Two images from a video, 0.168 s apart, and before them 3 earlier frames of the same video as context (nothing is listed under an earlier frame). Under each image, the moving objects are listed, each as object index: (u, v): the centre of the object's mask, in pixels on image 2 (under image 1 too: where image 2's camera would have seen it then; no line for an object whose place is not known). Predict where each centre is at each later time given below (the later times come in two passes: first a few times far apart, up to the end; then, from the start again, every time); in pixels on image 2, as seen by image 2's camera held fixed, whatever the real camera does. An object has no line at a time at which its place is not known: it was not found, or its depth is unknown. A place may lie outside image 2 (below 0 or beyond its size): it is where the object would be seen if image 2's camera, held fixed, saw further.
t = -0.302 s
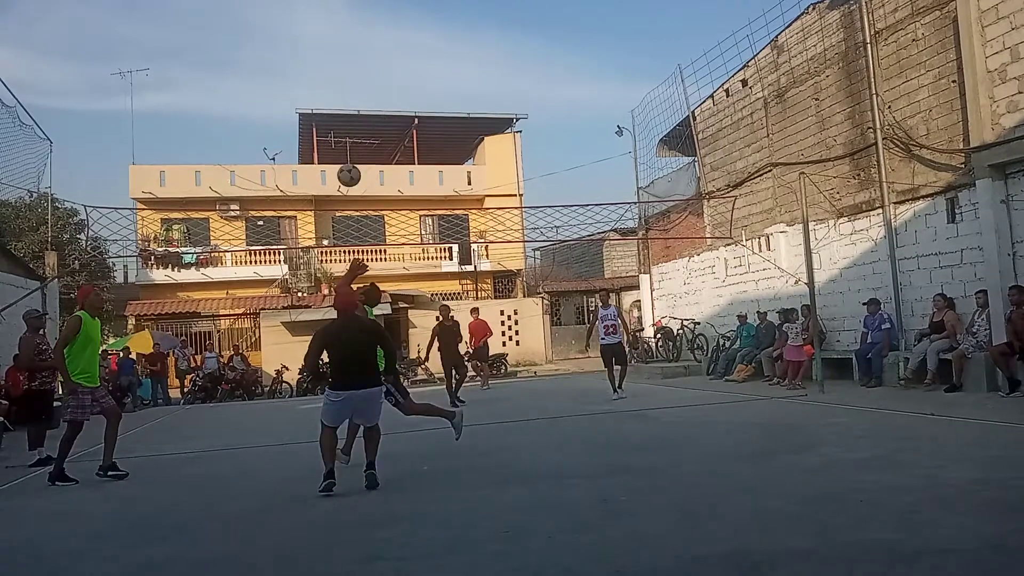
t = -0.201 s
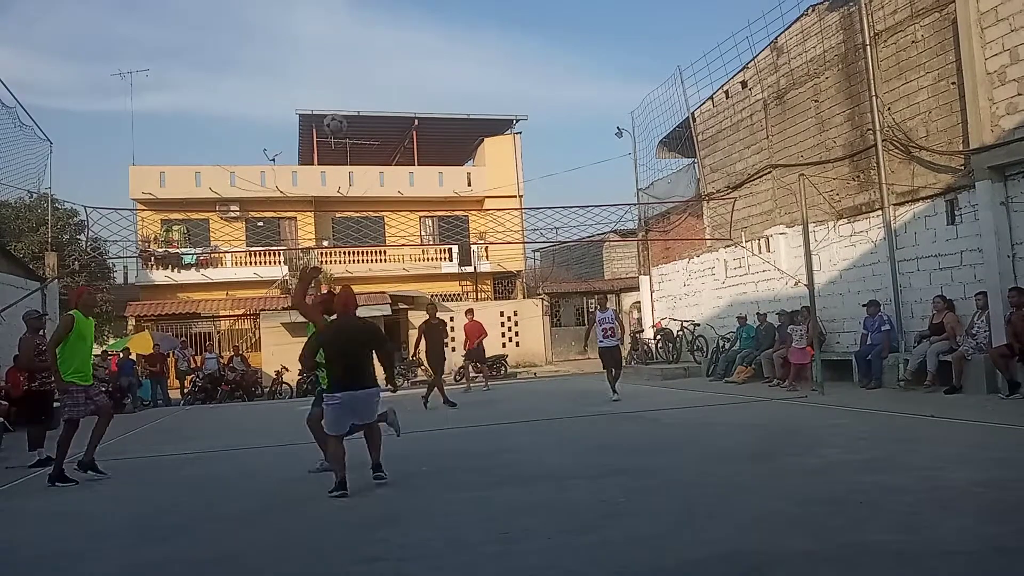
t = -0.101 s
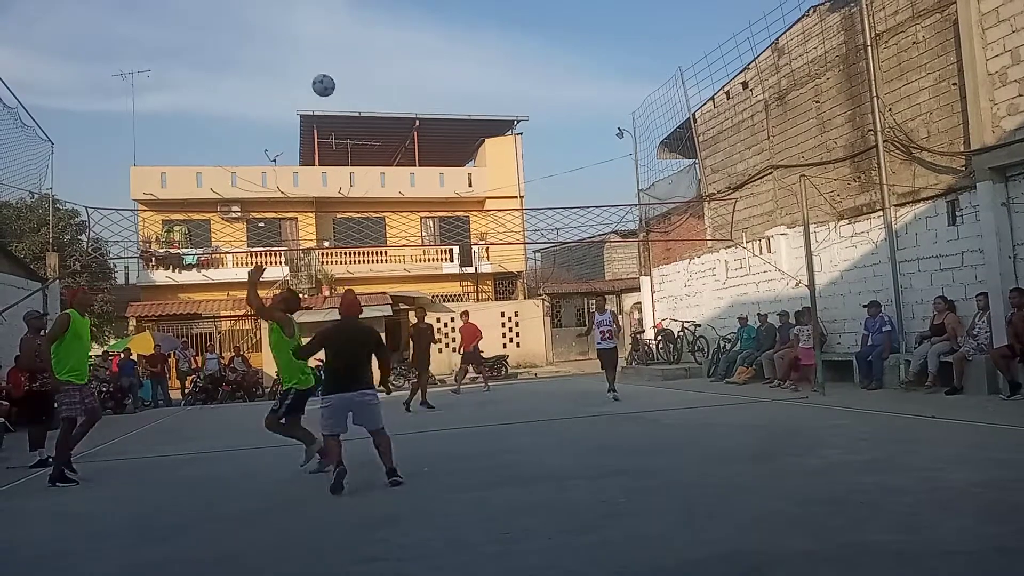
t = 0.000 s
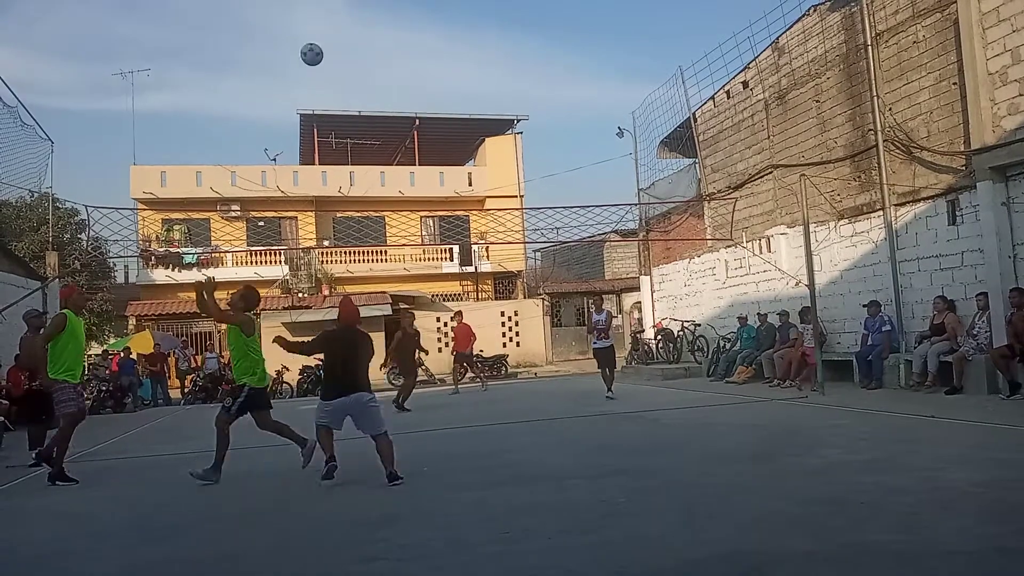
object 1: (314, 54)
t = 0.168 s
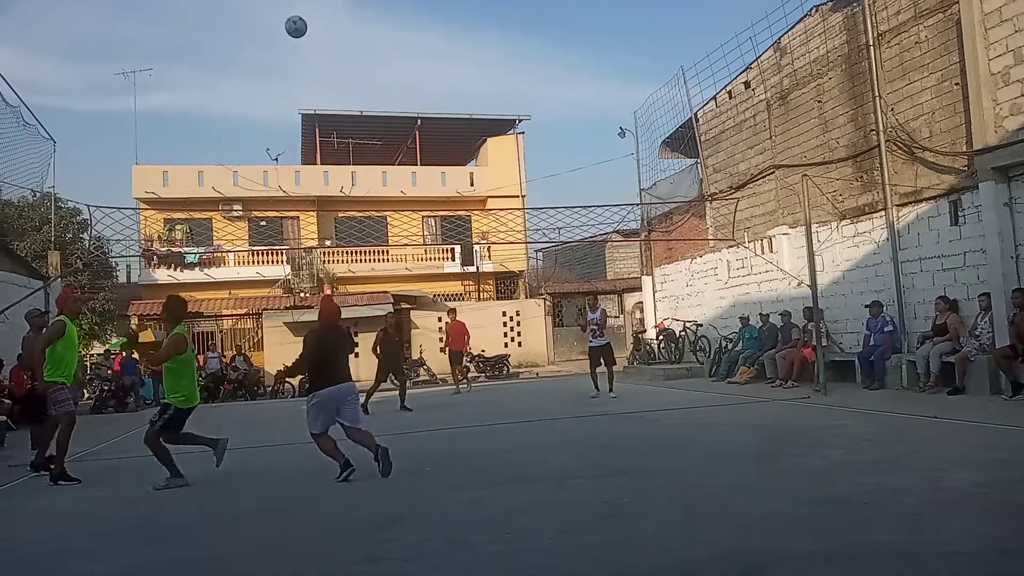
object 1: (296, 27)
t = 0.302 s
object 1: (283, 24)
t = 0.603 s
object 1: (258, 76)
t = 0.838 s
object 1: (243, 170)
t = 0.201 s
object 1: (292, 24)
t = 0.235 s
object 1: (290, 23)
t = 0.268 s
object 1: (287, 23)
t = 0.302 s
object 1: (283, 24)
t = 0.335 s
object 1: (280, 25)
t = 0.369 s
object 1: (277, 28)
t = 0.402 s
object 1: (274, 32)
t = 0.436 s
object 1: (271, 37)
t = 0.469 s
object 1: (268, 43)
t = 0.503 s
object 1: (266, 50)
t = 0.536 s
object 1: (263, 57)
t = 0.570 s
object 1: (261, 66)
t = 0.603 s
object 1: (258, 76)
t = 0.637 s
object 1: (256, 86)
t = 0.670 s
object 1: (253, 98)
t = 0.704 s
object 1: (251, 111)
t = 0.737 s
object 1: (249, 124)
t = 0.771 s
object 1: (247, 139)
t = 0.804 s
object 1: (245, 154)
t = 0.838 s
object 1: (243, 170)
